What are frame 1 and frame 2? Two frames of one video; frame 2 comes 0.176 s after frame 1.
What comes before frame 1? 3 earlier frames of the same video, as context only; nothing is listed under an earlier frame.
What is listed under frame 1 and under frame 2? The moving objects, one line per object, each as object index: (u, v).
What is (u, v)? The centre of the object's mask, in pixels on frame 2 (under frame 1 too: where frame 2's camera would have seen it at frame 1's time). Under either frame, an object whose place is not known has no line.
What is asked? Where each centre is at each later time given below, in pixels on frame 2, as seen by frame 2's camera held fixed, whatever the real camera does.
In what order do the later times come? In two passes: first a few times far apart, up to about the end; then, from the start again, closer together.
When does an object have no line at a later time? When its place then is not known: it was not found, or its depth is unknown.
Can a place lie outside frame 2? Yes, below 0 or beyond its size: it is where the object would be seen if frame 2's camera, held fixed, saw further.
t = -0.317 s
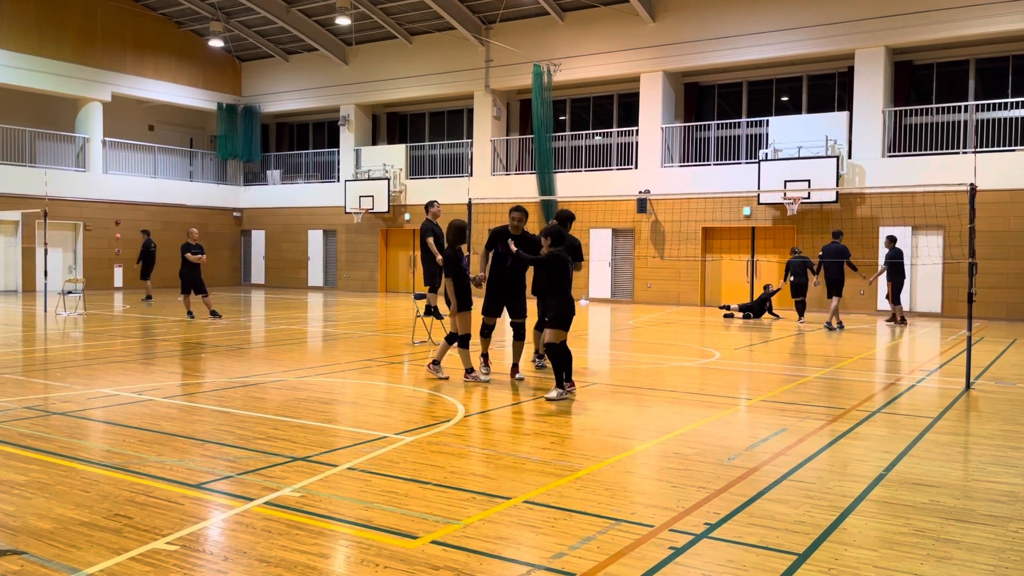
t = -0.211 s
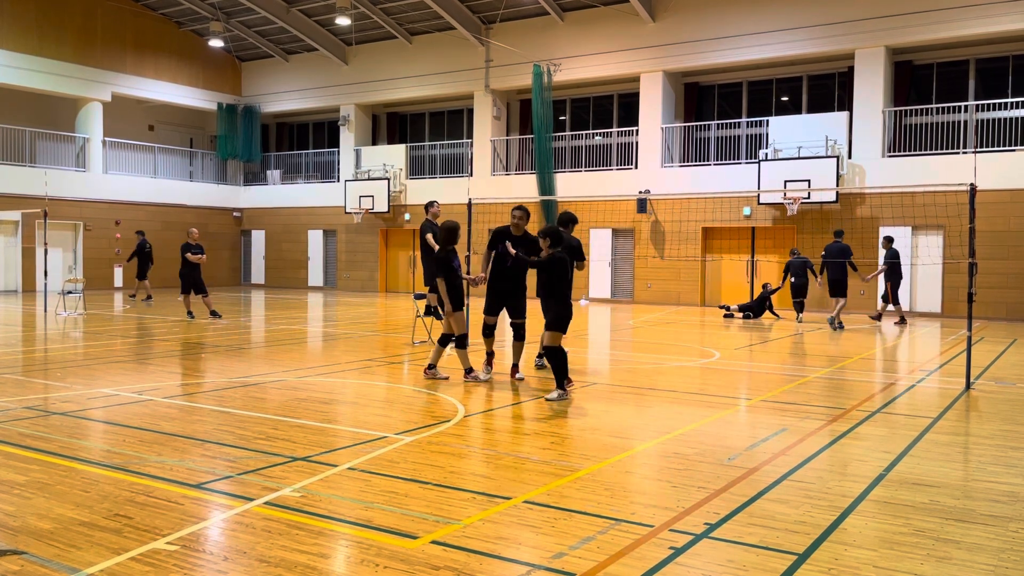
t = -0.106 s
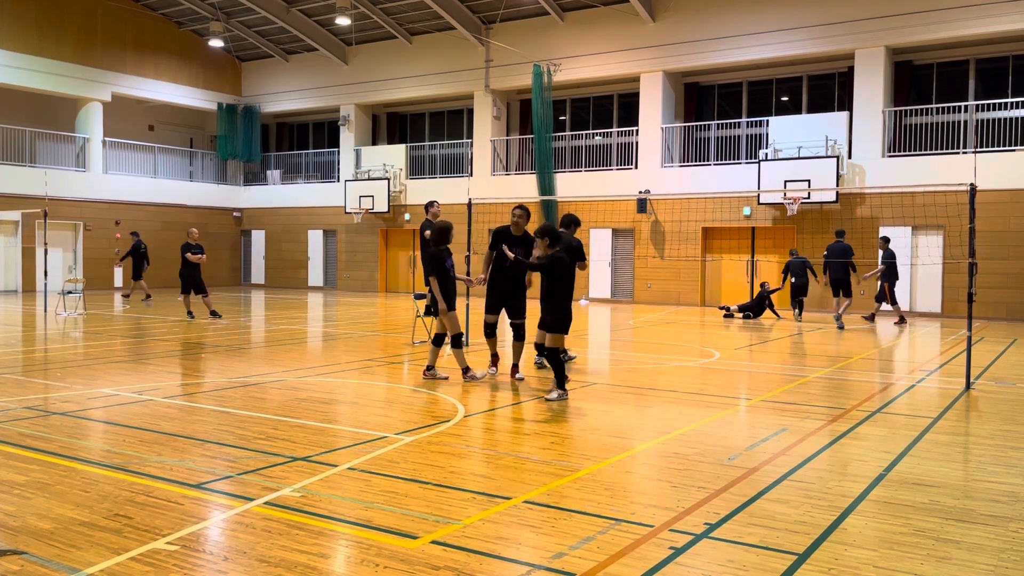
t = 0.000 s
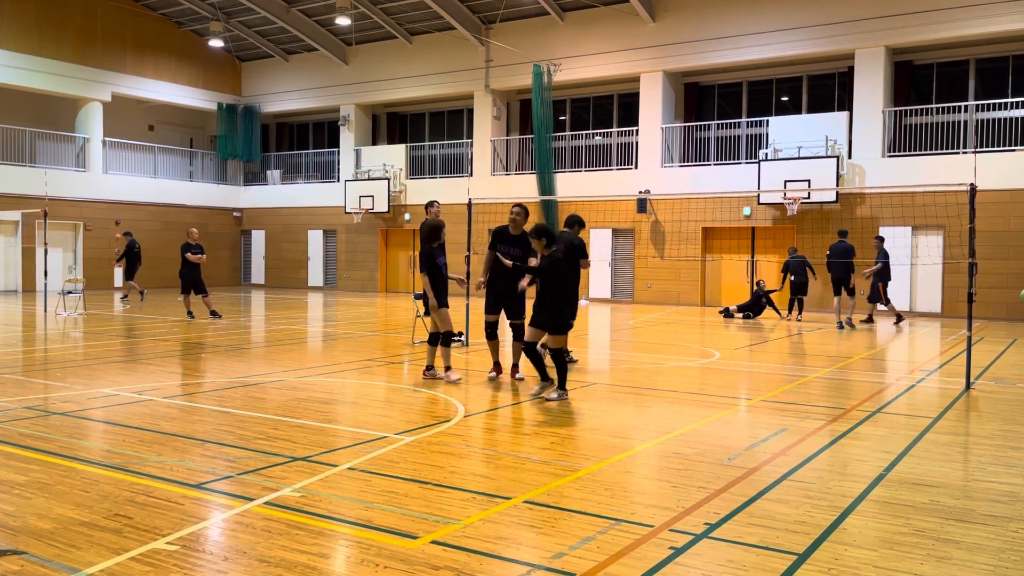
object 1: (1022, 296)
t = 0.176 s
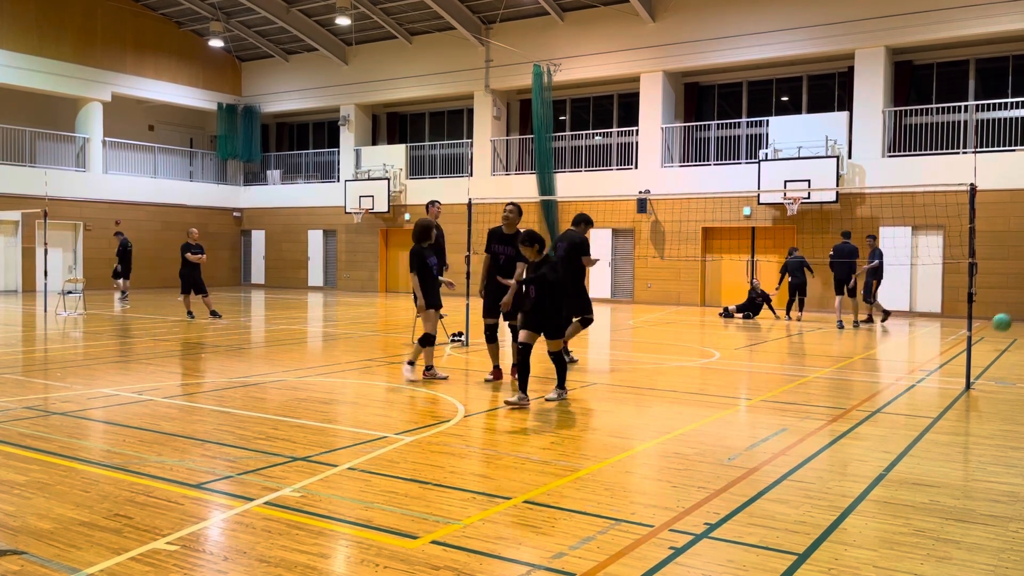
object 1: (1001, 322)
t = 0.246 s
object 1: (990, 339)
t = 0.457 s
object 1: (961, 317)
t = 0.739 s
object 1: (925, 323)
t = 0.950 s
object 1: (897, 356)
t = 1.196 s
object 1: (861, 335)
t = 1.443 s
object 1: (816, 373)
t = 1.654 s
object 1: (782, 358)
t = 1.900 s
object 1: (732, 386)
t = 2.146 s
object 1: (686, 384)
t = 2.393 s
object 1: (633, 395)
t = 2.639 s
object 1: (567, 409)
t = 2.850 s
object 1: (514, 423)
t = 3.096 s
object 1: (443, 437)
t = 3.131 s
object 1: (432, 438)
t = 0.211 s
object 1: (996, 330)
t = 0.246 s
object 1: (990, 339)
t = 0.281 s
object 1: (985, 343)
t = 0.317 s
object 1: (981, 337)
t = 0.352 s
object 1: (979, 331)
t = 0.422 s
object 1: (968, 321)
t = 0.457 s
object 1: (961, 317)
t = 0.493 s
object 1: (959, 314)
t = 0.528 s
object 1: (956, 312)
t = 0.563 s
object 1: (952, 311)
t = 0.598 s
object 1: (947, 311)
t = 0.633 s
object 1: (938, 313)
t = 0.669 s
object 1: (933, 316)
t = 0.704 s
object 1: (929, 319)
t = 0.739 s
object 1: (925, 323)
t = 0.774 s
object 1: (920, 328)
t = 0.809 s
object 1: (916, 334)
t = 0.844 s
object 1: (911, 342)
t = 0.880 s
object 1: (906, 350)
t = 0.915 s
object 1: (902, 360)
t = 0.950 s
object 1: (897, 356)
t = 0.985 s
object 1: (892, 351)
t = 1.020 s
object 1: (887, 345)
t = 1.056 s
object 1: (882, 342)
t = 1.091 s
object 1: (877, 339)
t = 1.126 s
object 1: (871, 336)
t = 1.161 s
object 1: (867, 336)
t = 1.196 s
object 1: (861, 335)
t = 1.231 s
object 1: (856, 336)
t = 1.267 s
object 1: (845, 341)
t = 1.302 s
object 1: (839, 346)
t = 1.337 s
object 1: (834, 352)
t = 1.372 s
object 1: (828, 357)
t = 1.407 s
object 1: (822, 365)
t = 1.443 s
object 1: (816, 373)
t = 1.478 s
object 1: (811, 371)
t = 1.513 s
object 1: (805, 366)
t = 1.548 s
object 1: (800, 362)
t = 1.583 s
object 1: (794, 360)
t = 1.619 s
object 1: (788, 358)
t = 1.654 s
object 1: (782, 358)
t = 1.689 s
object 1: (776, 358)
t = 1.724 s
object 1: (770, 360)
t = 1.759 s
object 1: (764, 363)
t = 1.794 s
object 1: (757, 367)
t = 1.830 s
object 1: (751, 372)
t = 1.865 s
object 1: (745, 379)
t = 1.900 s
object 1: (732, 386)
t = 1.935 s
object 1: (725, 382)
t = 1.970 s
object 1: (720, 380)
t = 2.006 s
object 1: (713, 378)
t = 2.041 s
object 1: (706, 378)
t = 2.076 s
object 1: (700, 378)
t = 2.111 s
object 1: (692, 381)
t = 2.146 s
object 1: (686, 384)
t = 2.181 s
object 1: (678, 389)
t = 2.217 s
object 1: (671, 395)
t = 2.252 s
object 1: (664, 401)
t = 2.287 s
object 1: (656, 398)
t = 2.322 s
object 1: (649, 395)
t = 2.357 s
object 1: (641, 394)
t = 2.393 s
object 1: (633, 395)
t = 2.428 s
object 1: (625, 396)
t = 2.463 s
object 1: (617, 400)
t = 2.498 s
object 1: (609, 405)
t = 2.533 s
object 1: (593, 413)
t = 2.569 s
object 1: (585, 410)
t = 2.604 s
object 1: (576, 409)
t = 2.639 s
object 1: (567, 409)
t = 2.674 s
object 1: (559, 411)
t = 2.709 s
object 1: (550, 414)
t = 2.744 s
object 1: (541, 420)
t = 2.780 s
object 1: (532, 426)
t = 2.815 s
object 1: (523, 425)
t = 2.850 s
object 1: (514, 423)
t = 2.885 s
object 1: (504, 424)
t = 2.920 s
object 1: (495, 425)
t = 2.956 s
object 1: (484, 428)
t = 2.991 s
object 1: (474, 435)
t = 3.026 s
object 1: (464, 439)
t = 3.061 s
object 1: (453, 437)
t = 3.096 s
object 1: (443, 437)
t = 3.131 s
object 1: (432, 438)
